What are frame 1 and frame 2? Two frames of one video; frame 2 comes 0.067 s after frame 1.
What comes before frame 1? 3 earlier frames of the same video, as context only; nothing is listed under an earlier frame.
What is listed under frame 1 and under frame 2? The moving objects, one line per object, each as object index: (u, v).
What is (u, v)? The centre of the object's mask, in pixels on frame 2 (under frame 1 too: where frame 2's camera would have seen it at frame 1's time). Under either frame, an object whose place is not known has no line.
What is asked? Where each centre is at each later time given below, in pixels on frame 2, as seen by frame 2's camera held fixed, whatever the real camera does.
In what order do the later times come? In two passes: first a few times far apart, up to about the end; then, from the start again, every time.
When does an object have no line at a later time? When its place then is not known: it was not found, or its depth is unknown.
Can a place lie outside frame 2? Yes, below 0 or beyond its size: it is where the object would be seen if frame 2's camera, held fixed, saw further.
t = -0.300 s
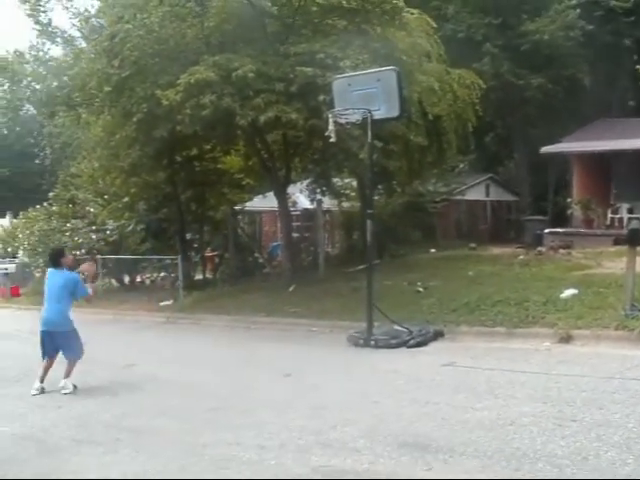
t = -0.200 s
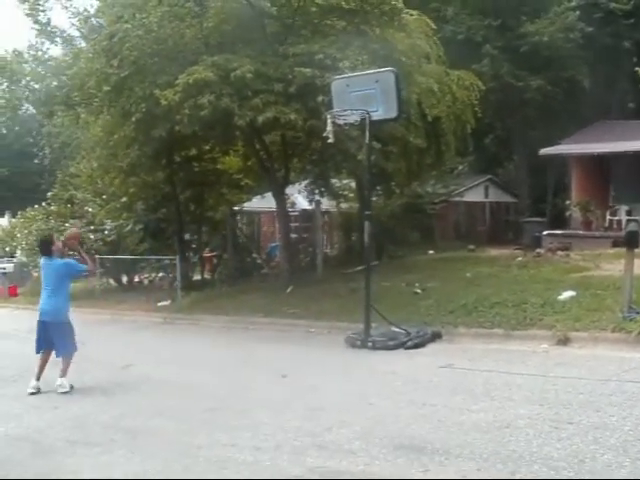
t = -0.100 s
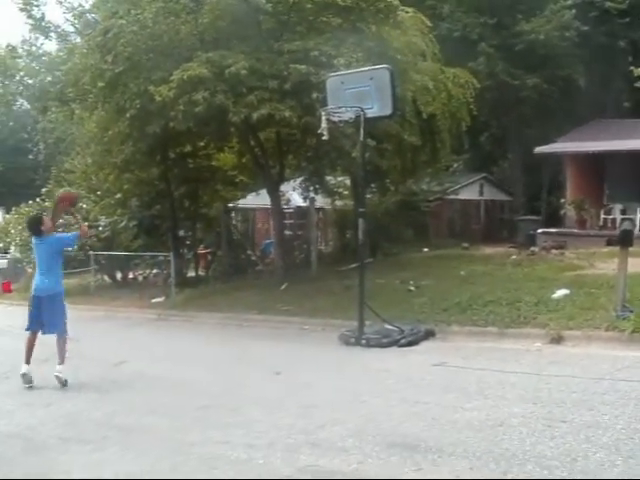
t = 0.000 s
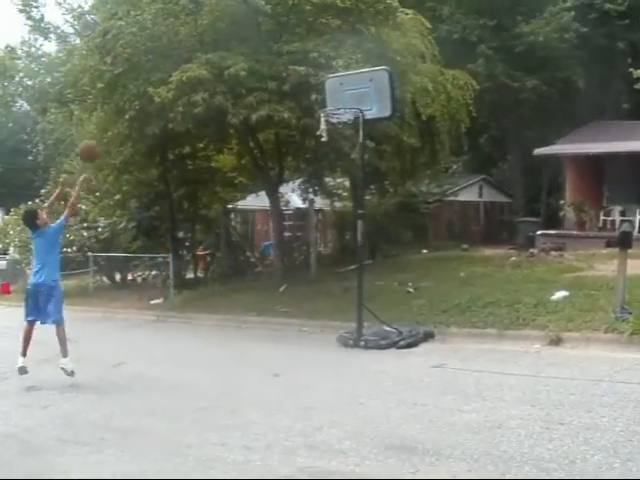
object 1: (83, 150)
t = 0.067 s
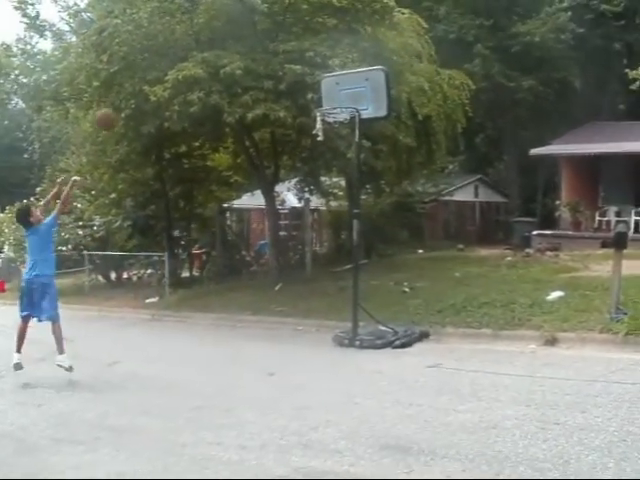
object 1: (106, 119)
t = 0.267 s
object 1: (170, 56)
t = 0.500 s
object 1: (242, 32)
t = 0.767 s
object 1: (315, 64)
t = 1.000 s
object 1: (339, 88)
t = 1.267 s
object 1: (295, 66)
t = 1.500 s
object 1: (254, 96)
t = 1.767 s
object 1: (207, 192)
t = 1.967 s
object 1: (171, 305)
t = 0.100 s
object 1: (118, 105)
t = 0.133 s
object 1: (128, 92)
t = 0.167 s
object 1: (138, 82)
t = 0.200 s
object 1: (150, 73)
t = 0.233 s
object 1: (160, 65)
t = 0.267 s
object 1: (170, 56)
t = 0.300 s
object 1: (181, 51)
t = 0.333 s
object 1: (192, 46)
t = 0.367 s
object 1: (202, 42)
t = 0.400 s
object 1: (212, 38)
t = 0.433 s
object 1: (222, 35)
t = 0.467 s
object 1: (232, 33)
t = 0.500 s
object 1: (242, 32)
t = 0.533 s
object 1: (252, 33)
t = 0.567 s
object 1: (261, 34)
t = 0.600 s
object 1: (270, 38)
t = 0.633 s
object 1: (280, 41)
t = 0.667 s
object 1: (289, 45)
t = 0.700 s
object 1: (299, 49)
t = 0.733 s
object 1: (306, 56)
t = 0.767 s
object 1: (315, 64)
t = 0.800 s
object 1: (325, 71)
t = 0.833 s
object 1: (332, 81)
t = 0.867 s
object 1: (342, 91)
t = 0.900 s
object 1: (350, 100)
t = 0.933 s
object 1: (350, 100)
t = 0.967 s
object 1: (344, 92)
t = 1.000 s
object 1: (339, 88)
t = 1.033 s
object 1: (332, 81)
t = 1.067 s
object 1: (328, 75)
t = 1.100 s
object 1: (322, 71)
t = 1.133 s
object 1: (317, 69)
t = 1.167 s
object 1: (313, 66)
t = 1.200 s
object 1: (306, 65)
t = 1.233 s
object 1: (301, 66)
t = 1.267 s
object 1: (295, 66)
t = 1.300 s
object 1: (289, 68)
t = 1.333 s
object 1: (283, 70)
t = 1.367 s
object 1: (278, 74)
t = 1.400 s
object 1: (272, 77)
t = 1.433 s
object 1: (266, 84)
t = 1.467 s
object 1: (260, 89)
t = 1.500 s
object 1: (254, 96)
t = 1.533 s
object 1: (248, 106)
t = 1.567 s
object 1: (242, 115)
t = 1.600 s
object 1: (236, 124)
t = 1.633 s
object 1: (230, 137)
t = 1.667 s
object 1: (225, 150)
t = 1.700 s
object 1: (220, 163)
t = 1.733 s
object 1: (213, 177)
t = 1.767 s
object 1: (207, 192)
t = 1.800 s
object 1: (201, 208)
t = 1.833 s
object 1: (196, 226)
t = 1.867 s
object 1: (190, 244)
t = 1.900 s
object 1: (184, 264)
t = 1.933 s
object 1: (179, 284)
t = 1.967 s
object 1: (171, 305)
